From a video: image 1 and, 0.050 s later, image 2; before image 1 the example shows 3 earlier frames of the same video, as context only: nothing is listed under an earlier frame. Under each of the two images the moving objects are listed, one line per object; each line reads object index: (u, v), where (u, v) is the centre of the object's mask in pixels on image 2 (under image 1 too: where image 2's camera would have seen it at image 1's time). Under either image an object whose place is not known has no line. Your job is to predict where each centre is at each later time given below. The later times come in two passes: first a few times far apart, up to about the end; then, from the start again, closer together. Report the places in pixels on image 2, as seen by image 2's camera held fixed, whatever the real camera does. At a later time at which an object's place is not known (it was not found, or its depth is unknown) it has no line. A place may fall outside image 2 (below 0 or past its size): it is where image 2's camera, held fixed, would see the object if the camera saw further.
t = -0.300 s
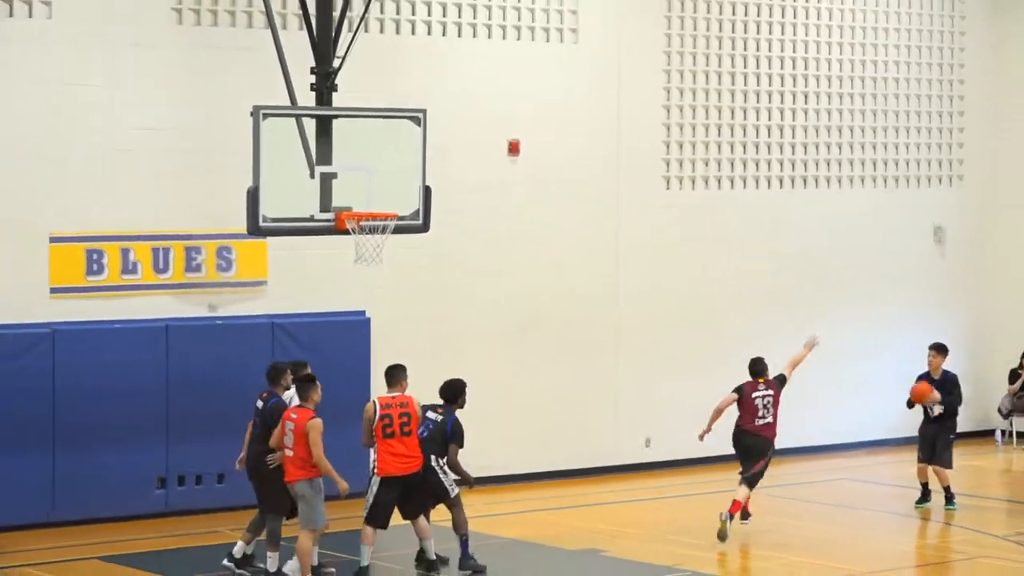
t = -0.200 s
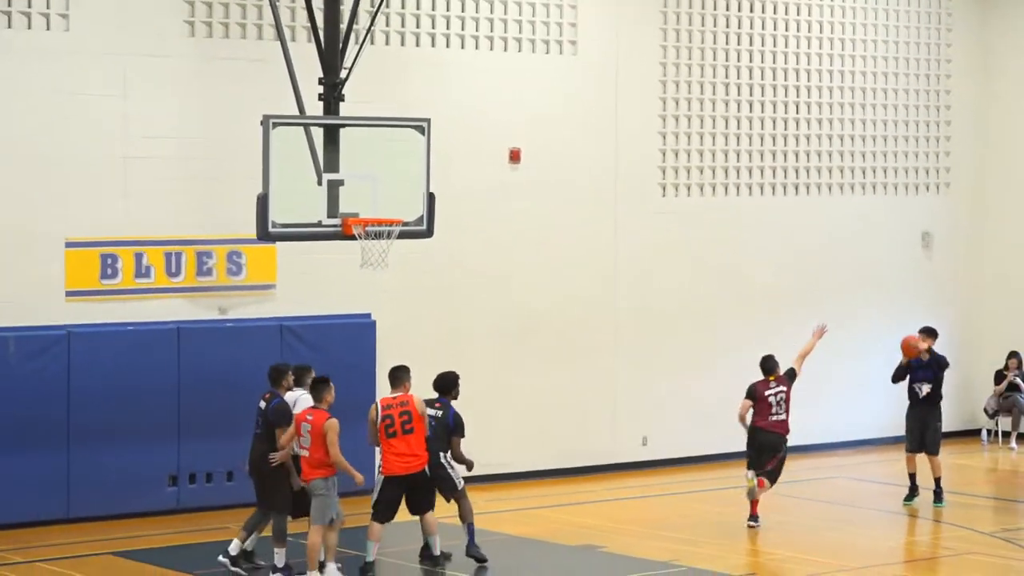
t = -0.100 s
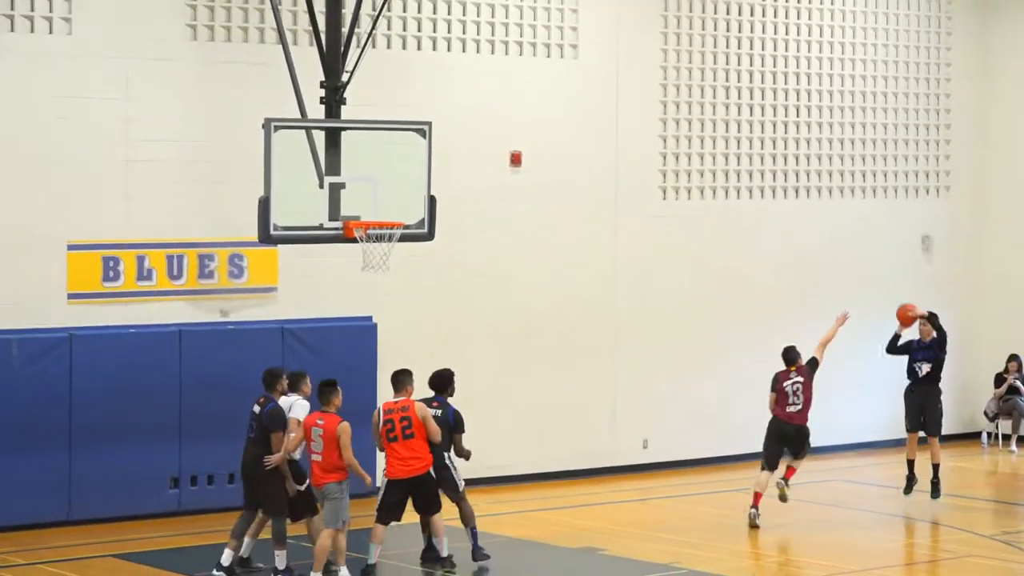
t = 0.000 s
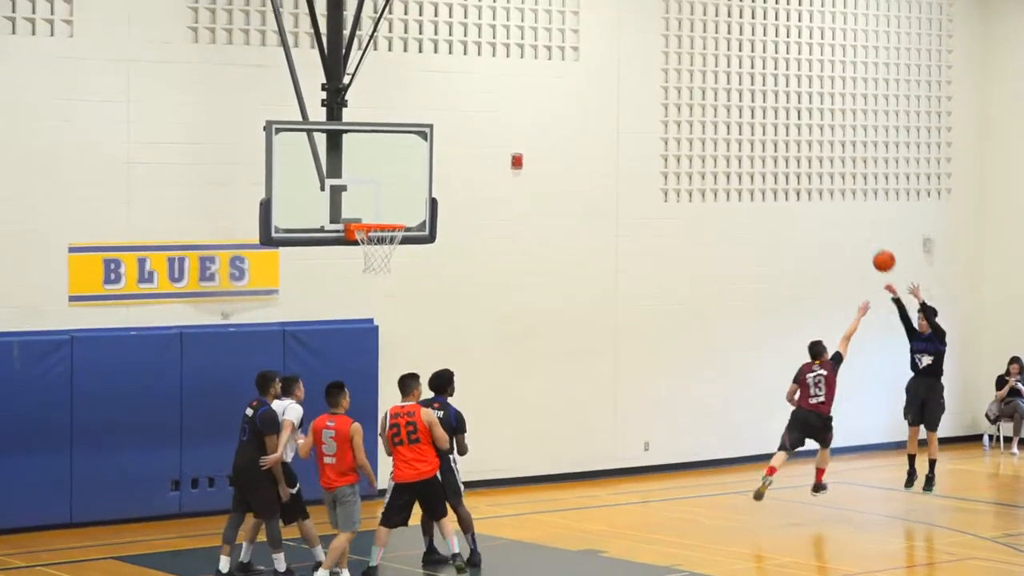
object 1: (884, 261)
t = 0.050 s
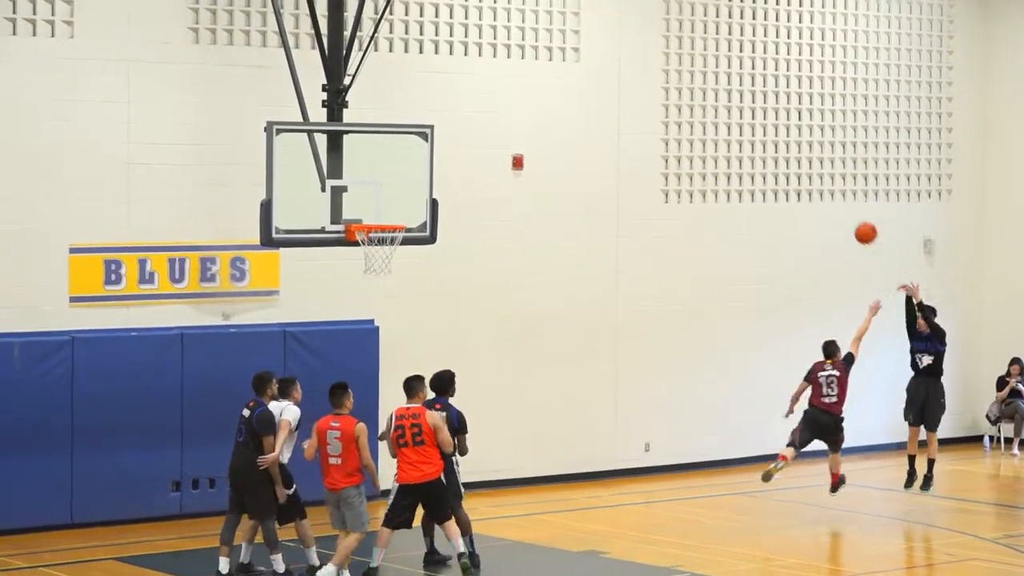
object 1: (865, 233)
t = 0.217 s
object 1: (802, 151)
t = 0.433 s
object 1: (715, 83)
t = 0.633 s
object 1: (633, 58)
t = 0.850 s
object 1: (540, 75)
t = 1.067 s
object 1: (443, 143)
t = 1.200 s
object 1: (381, 212)
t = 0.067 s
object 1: (859, 223)
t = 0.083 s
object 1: (853, 214)
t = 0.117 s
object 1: (840, 197)
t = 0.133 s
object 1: (834, 189)
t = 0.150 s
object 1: (827, 181)
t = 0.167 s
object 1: (821, 173)
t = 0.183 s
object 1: (815, 166)
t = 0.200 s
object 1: (808, 158)
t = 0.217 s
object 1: (802, 151)
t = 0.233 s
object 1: (795, 144)
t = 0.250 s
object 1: (789, 137)
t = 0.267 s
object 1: (782, 131)
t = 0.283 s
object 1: (776, 125)
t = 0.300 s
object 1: (769, 119)
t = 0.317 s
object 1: (762, 114)
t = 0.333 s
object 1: (756, 109)
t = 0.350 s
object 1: (749, 104)
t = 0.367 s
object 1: (743, 99)
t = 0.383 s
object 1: (736, 95)
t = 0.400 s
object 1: (728, 90)
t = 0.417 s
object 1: (723, 87)
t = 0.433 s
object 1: (715, 83)
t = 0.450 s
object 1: (709, 79)
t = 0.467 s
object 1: (702, 76)
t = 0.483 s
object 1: (695, 73)
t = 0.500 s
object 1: (688, 70)
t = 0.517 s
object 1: (682, 68)
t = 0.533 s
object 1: (674, 65)
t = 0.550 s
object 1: (668, 63)
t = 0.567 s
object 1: (661, 62)
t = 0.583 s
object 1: (654, 60)
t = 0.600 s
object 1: (647, 59)
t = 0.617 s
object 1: (639, 58)
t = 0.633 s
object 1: (633, 58)
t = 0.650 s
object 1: (626, 57)
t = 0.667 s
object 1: (619, 57)
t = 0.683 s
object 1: (612, 57)
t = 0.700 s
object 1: (605, 58)
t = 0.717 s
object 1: (598, 59)
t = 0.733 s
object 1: (591, 60)
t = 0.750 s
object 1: (584, 61)
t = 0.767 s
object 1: (576, 63)
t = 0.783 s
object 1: (569, 65)
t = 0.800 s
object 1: (562, 67)
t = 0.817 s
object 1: (555, 69)
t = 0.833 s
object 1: (548, 72)
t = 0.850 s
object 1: (540, 75)
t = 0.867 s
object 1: (533, 79)
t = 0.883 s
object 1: (526, 83)
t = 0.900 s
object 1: (518, 86)
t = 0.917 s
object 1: (511, 91)
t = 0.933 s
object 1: (504, 95)
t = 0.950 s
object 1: (496, 100)
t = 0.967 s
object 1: (489, 106)
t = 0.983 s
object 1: (482, 111)
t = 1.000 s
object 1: (474, 117)
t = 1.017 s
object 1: (466, 123)
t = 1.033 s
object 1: (459, 130)
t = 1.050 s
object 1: (451, 137)
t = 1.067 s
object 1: (443, 143)
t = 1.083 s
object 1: (435, 151)
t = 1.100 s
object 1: (427, 158)
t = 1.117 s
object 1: (420, 166)
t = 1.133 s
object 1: (412, 175)
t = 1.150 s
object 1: (404, 184)
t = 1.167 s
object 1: (397, 193)
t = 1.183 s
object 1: (388, 202)
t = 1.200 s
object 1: (381, 212)
